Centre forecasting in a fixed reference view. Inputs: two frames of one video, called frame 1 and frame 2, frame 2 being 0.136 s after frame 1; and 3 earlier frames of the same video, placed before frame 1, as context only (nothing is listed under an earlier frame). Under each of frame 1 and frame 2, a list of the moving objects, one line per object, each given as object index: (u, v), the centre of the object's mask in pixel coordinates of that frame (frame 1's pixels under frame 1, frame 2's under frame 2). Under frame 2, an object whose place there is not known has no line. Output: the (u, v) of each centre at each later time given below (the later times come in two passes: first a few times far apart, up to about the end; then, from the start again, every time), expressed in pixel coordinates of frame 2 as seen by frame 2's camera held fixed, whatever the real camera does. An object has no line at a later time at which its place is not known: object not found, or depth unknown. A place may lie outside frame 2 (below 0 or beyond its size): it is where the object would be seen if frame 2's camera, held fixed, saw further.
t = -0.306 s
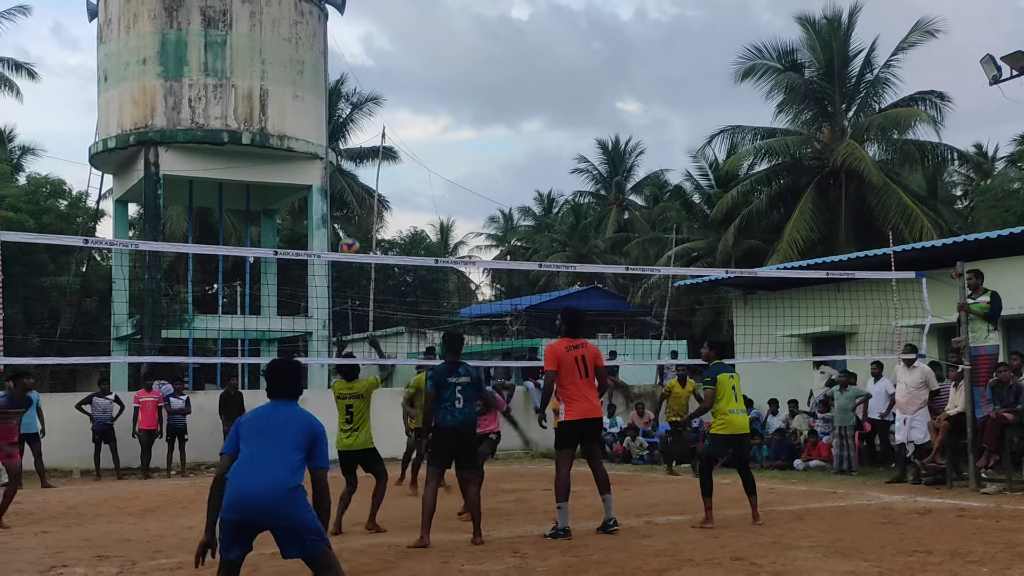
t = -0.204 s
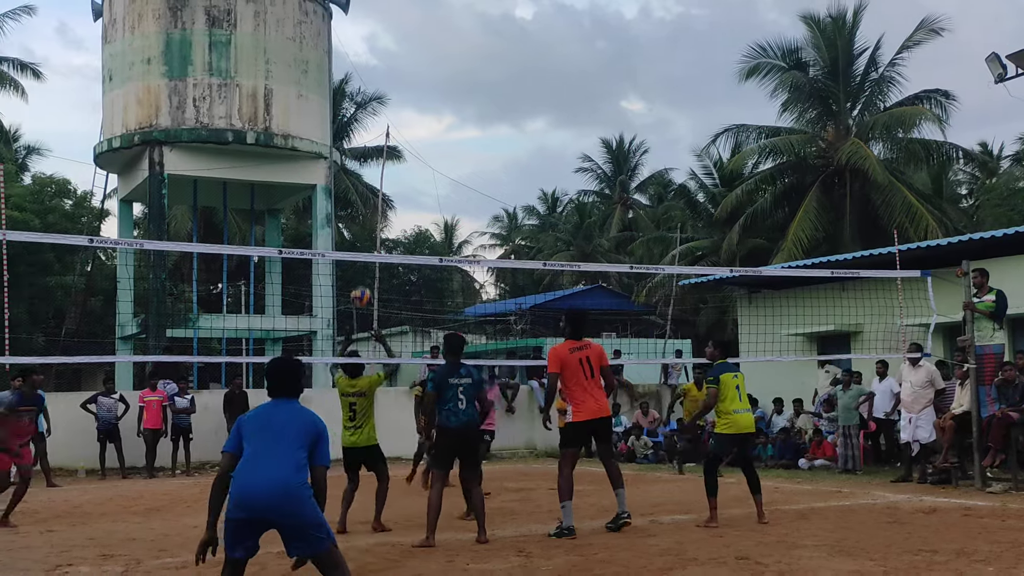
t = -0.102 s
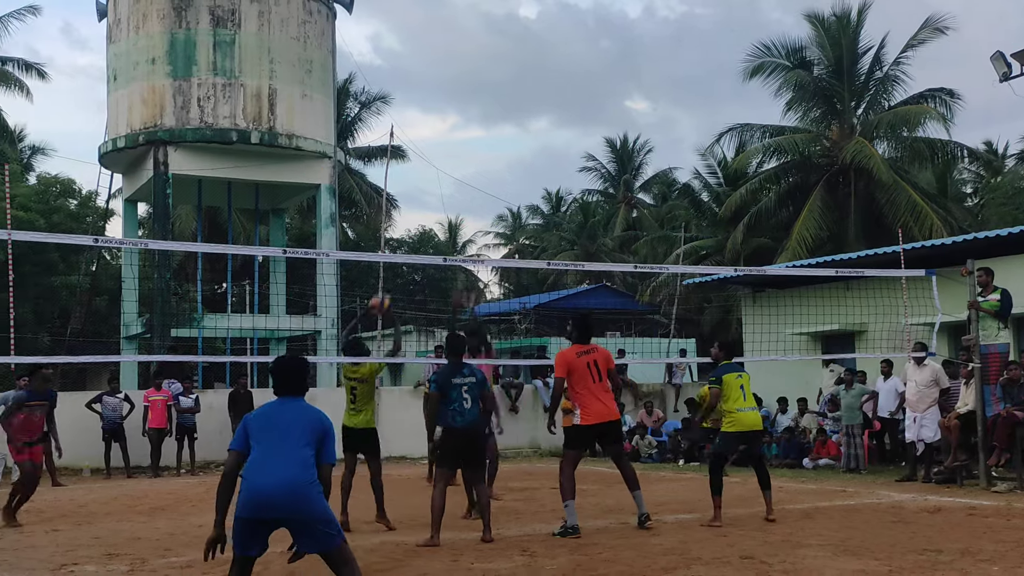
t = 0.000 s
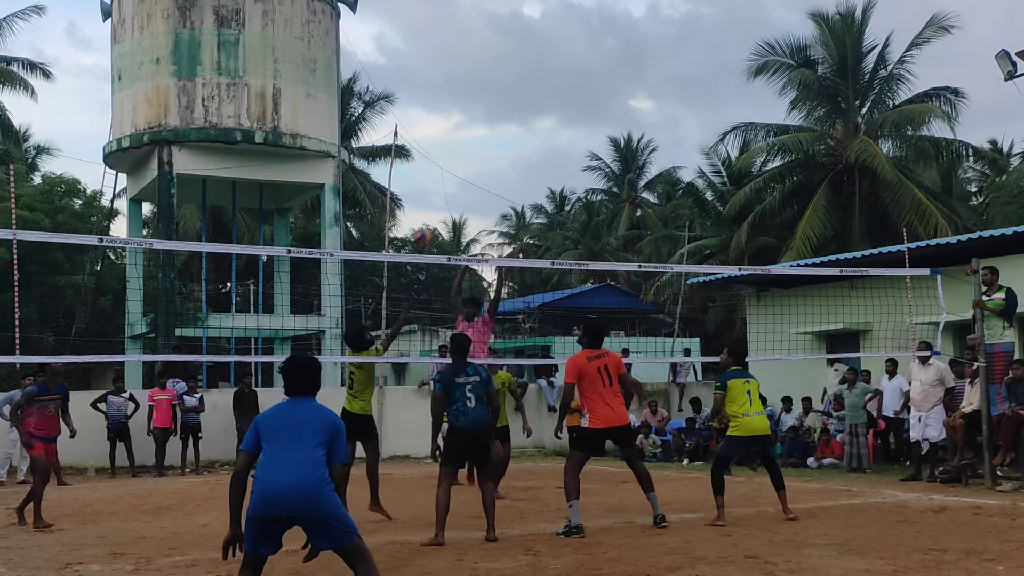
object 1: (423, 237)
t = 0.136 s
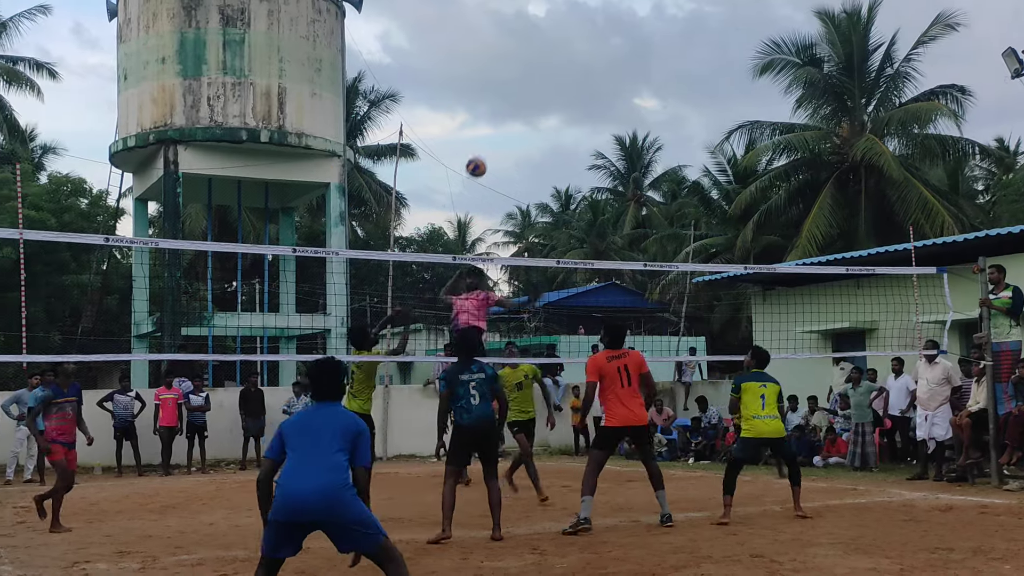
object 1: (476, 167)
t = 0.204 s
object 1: (499, 140)
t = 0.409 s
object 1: (562, 88)
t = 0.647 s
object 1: (630, 76)
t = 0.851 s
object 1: (685, 103)
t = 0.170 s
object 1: (488, 153)
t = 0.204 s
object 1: (499, 140)
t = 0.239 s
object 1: (510, 128)
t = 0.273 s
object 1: (520, 118)
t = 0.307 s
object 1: (531, 109)
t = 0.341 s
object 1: (542, 101)
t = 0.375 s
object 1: (552, 94)
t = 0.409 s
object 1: (562, 88)
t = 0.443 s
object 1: (572, 84)
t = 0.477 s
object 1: (582, 80)
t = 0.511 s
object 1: (592, 77)
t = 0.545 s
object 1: (602, 75)
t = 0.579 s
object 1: (611, 74)
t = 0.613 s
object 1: (621, 75)
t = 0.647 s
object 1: (630, 76)
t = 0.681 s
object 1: (639, 78)
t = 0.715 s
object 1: (649, 81)
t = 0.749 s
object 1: (658, 86)
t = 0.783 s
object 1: (667, 91)
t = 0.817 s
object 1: (676, 96)
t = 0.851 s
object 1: (685, 103)
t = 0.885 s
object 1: (693, 111)
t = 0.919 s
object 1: (702, 120)
